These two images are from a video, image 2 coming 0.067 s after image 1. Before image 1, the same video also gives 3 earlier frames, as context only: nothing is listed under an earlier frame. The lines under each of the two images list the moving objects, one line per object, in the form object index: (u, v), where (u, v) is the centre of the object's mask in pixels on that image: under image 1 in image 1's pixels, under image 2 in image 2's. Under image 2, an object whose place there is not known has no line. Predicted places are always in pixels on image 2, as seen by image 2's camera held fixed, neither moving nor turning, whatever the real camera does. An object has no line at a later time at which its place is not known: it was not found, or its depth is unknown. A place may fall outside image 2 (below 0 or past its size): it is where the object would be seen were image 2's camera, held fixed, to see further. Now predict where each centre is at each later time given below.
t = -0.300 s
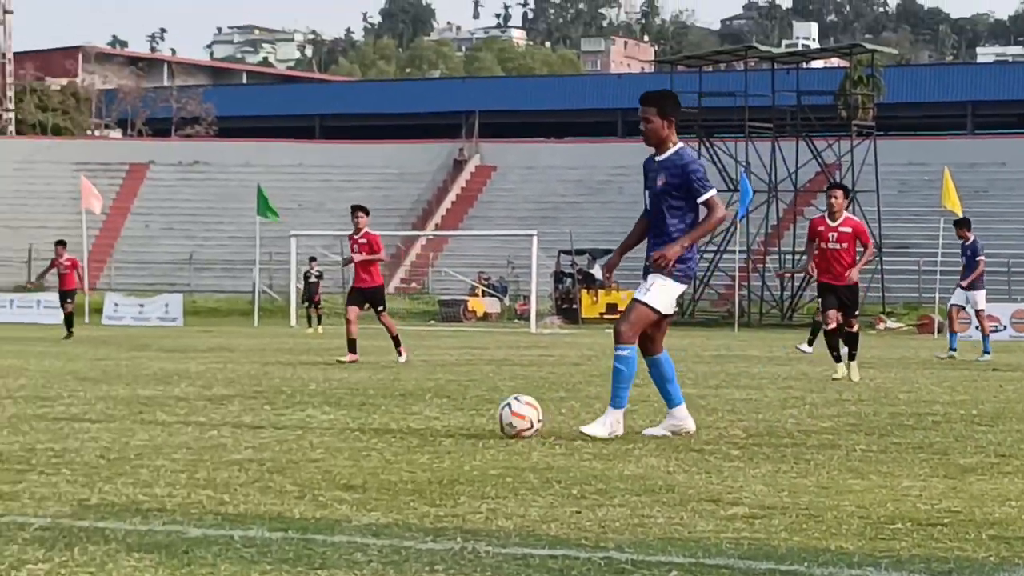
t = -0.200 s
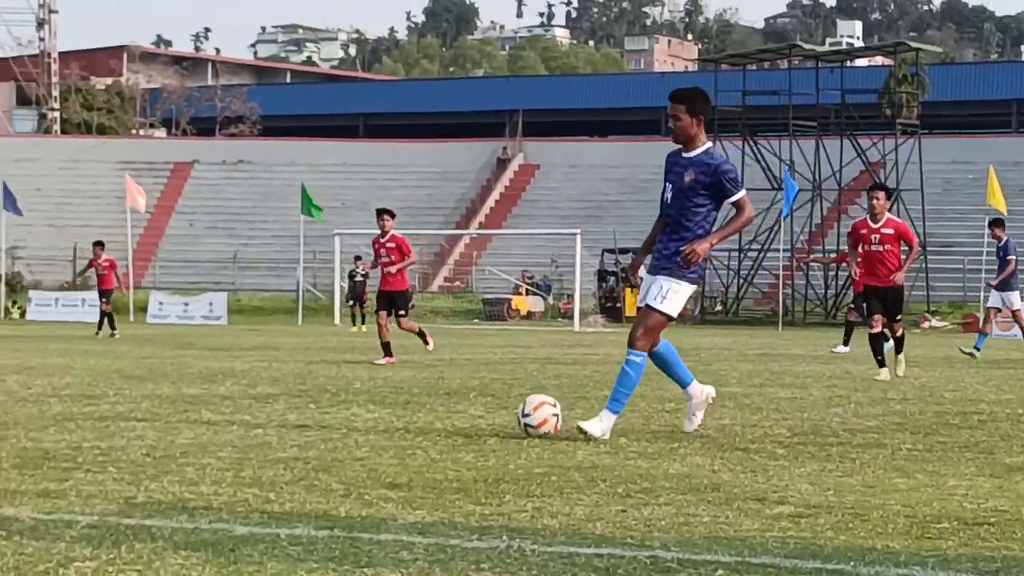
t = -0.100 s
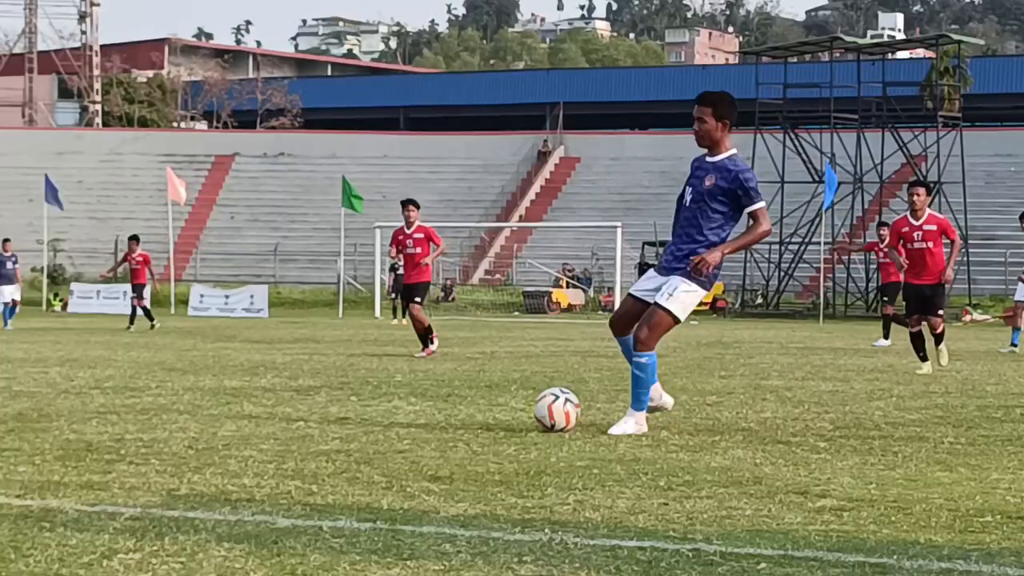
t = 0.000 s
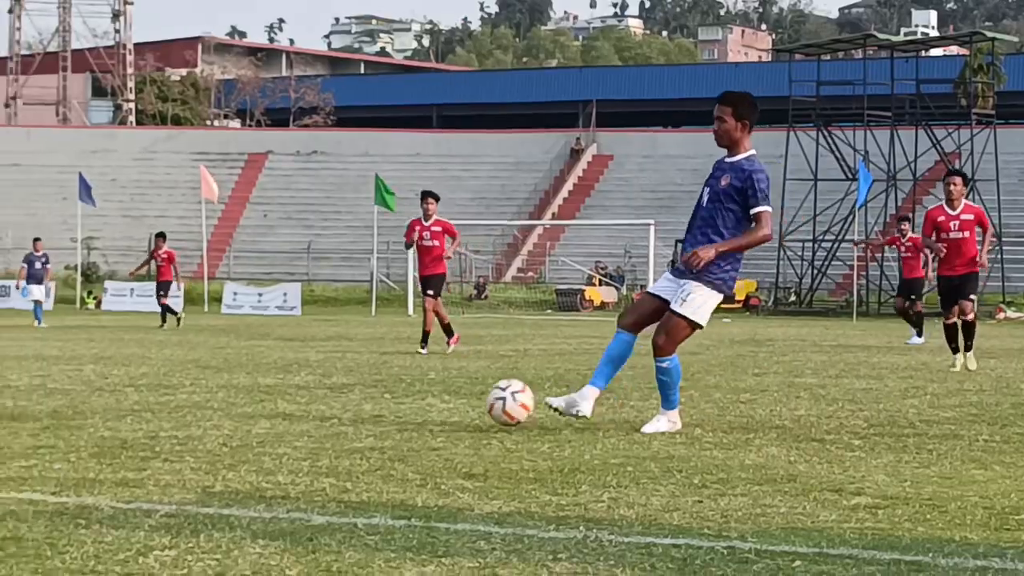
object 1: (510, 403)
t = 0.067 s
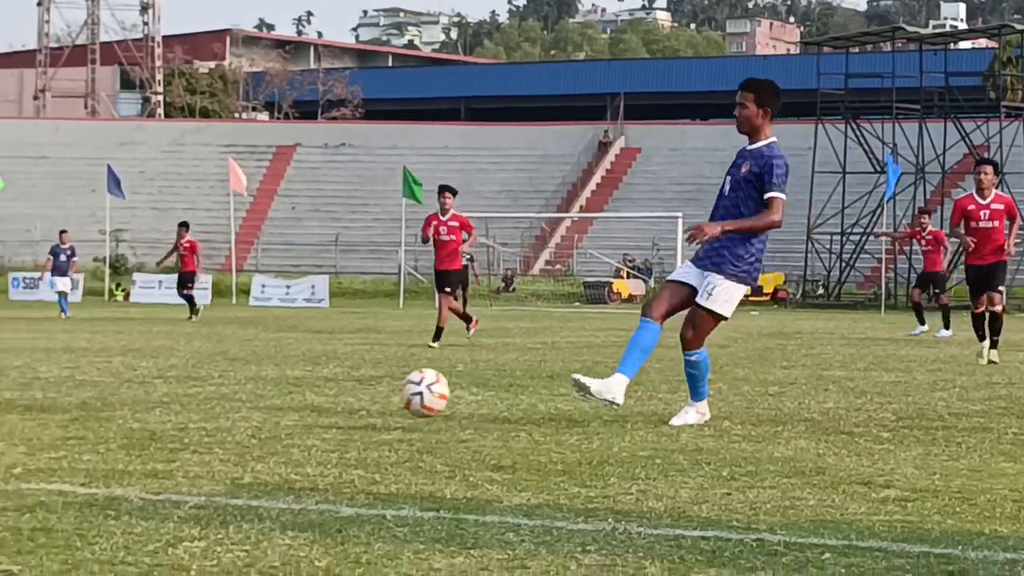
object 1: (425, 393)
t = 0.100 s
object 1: (367, 395)
